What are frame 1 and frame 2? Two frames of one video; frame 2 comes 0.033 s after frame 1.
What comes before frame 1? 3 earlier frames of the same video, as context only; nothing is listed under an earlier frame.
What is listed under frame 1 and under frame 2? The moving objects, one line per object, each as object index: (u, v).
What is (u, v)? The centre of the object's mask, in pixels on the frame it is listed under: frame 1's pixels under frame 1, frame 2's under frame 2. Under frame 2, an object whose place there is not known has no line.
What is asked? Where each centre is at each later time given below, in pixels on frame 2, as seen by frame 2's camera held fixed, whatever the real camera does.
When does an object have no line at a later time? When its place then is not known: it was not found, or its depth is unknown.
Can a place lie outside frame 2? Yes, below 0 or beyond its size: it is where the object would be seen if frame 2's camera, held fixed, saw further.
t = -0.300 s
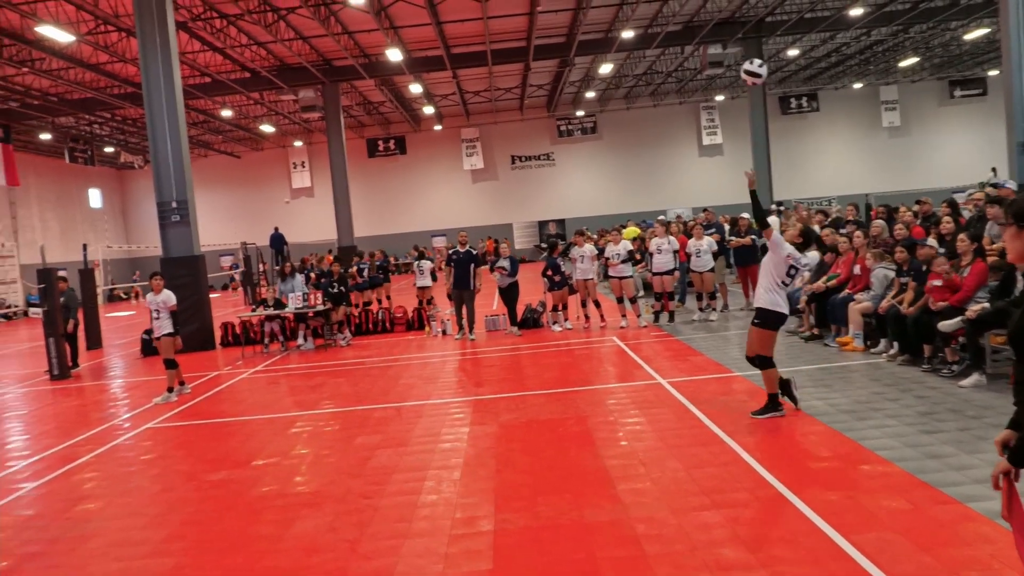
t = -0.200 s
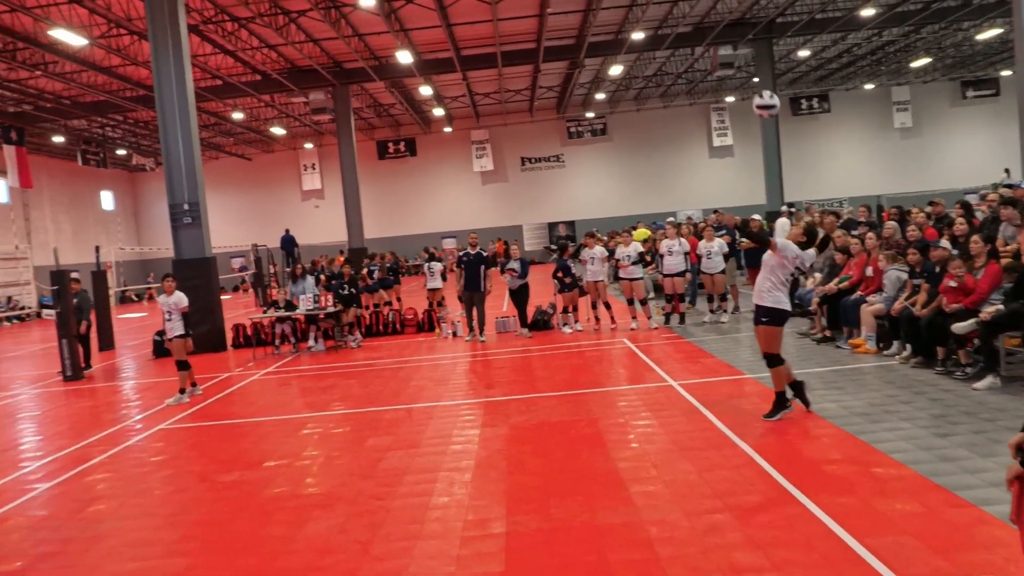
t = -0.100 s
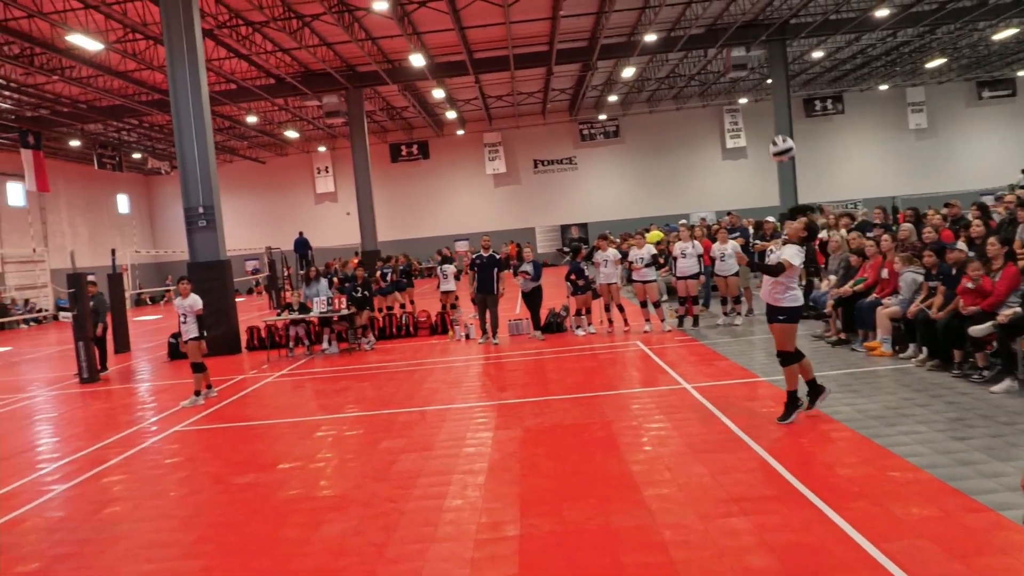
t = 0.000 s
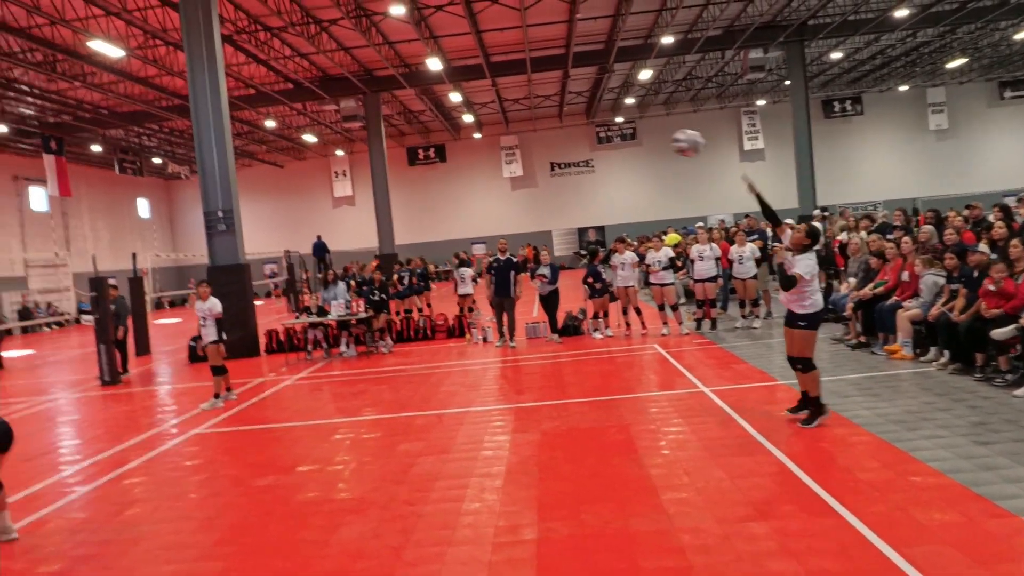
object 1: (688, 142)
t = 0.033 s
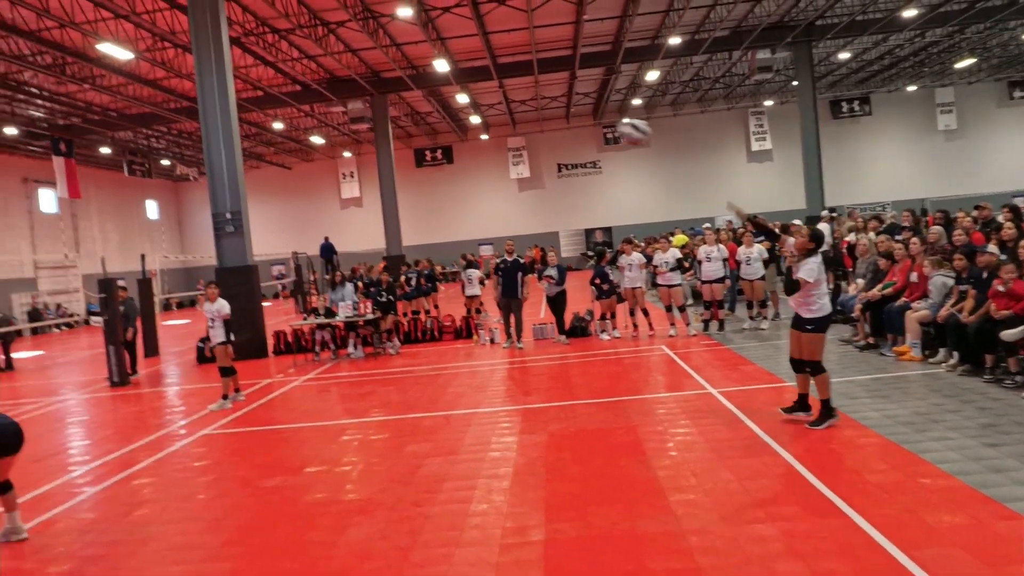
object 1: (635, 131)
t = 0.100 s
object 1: (515, 111)
